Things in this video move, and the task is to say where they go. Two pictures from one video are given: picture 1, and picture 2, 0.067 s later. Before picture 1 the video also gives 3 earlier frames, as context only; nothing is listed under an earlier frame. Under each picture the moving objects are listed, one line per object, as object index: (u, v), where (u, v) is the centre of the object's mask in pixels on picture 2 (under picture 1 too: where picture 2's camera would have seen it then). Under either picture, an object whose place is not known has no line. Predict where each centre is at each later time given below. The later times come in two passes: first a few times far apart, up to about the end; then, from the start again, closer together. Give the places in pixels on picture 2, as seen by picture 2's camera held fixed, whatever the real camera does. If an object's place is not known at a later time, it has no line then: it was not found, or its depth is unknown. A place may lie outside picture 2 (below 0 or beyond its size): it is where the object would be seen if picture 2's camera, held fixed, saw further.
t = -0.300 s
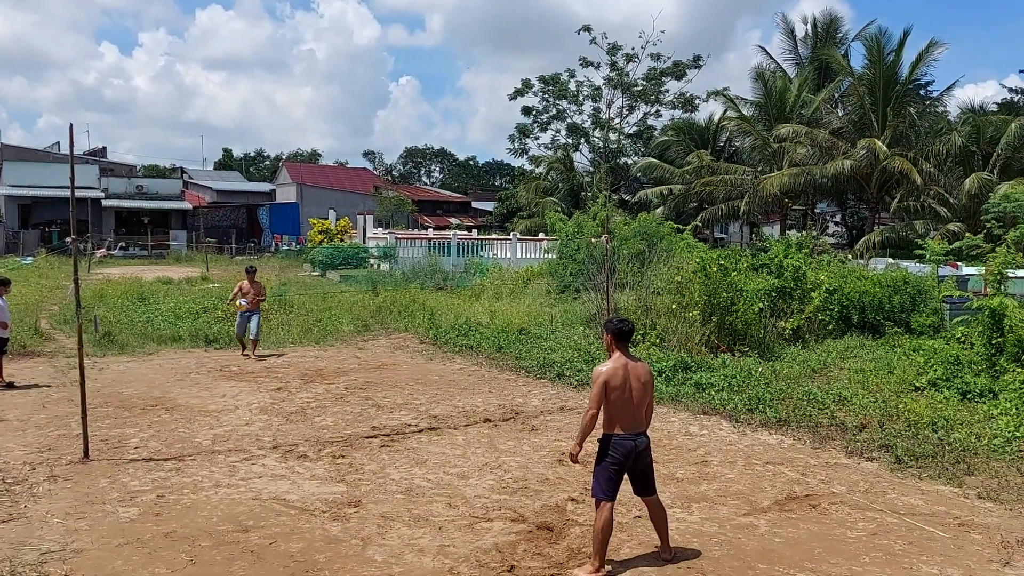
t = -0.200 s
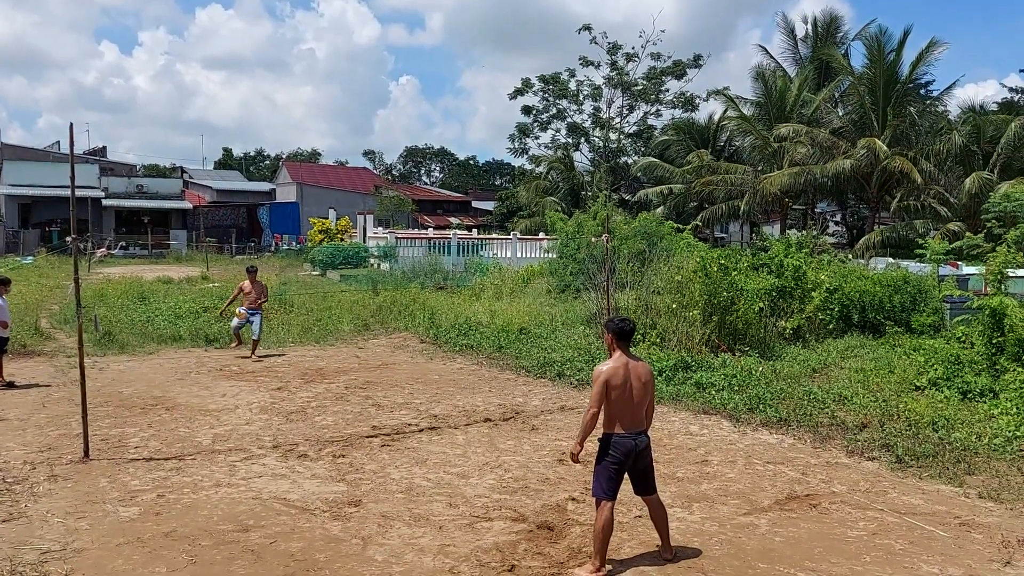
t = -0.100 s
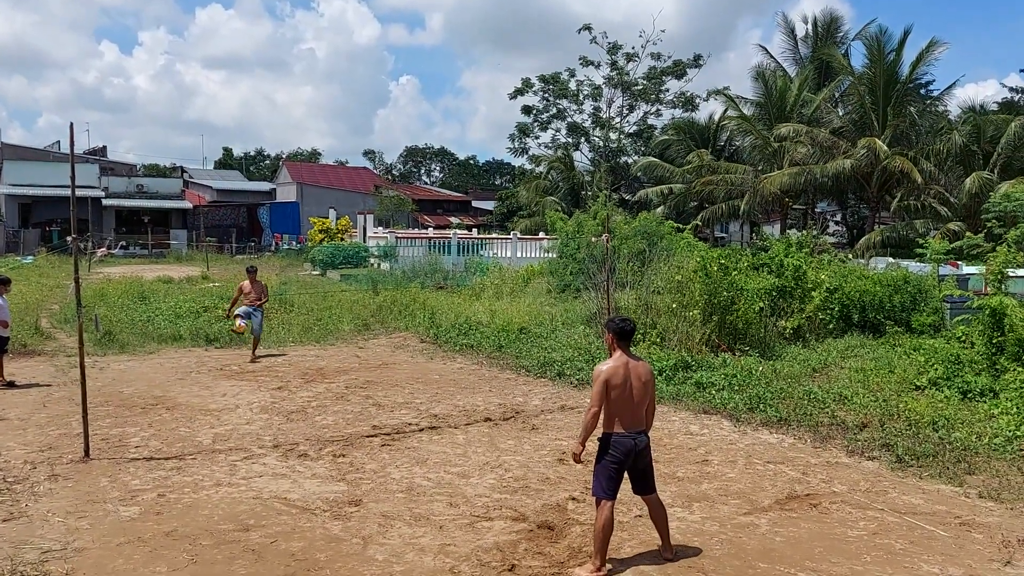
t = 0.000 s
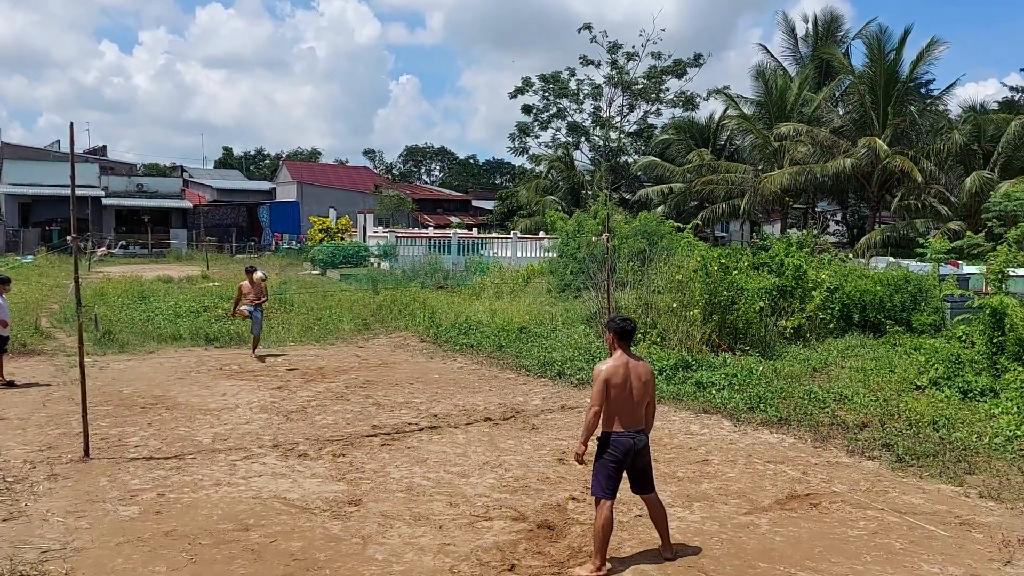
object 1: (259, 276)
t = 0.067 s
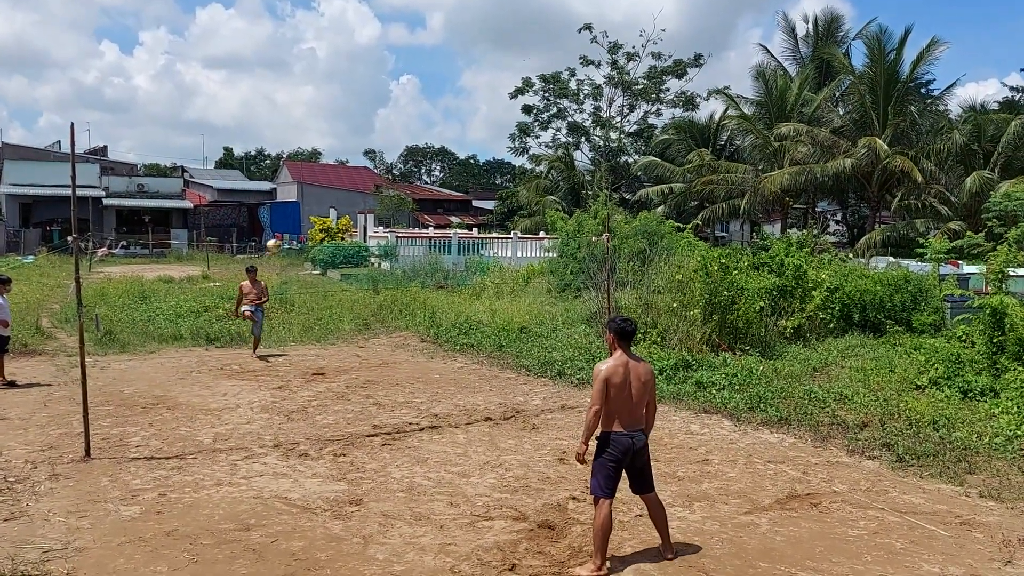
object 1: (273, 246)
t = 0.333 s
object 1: (339, 133)
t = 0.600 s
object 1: (426, 46)
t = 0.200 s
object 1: (304, 186)
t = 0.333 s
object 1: (339, 133)
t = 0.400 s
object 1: (358, 108)
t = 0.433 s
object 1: (369, 96)
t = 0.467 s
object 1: (380, 86)
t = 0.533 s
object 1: (401, 65)
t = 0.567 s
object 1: (413, 55)
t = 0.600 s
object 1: (426, 46)
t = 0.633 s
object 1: (439, 38)
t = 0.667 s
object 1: (453, 31)
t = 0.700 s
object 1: (466, 25)
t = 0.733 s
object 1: (480, 19)
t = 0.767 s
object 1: (495, 14)
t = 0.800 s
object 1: (511, 9)
